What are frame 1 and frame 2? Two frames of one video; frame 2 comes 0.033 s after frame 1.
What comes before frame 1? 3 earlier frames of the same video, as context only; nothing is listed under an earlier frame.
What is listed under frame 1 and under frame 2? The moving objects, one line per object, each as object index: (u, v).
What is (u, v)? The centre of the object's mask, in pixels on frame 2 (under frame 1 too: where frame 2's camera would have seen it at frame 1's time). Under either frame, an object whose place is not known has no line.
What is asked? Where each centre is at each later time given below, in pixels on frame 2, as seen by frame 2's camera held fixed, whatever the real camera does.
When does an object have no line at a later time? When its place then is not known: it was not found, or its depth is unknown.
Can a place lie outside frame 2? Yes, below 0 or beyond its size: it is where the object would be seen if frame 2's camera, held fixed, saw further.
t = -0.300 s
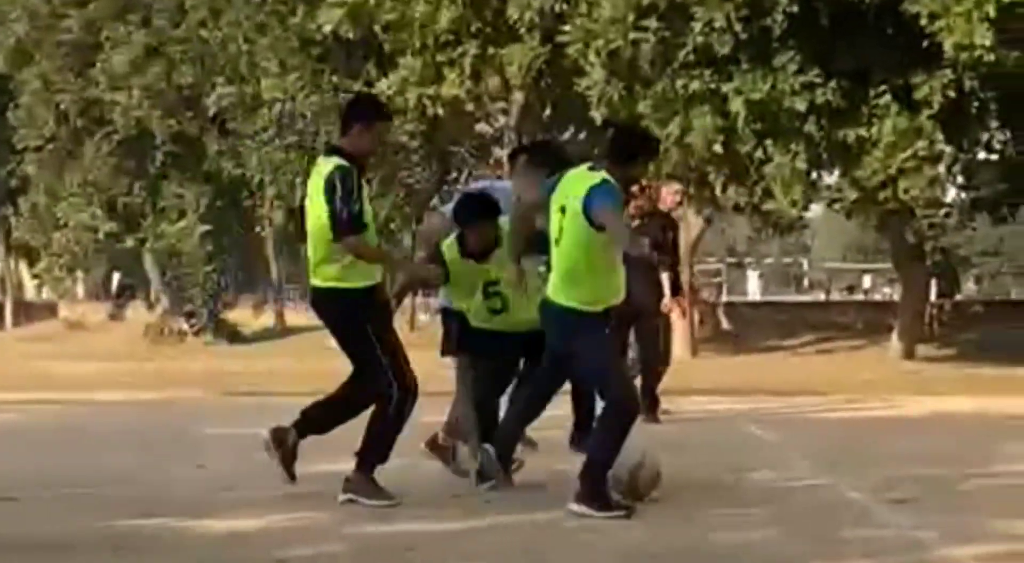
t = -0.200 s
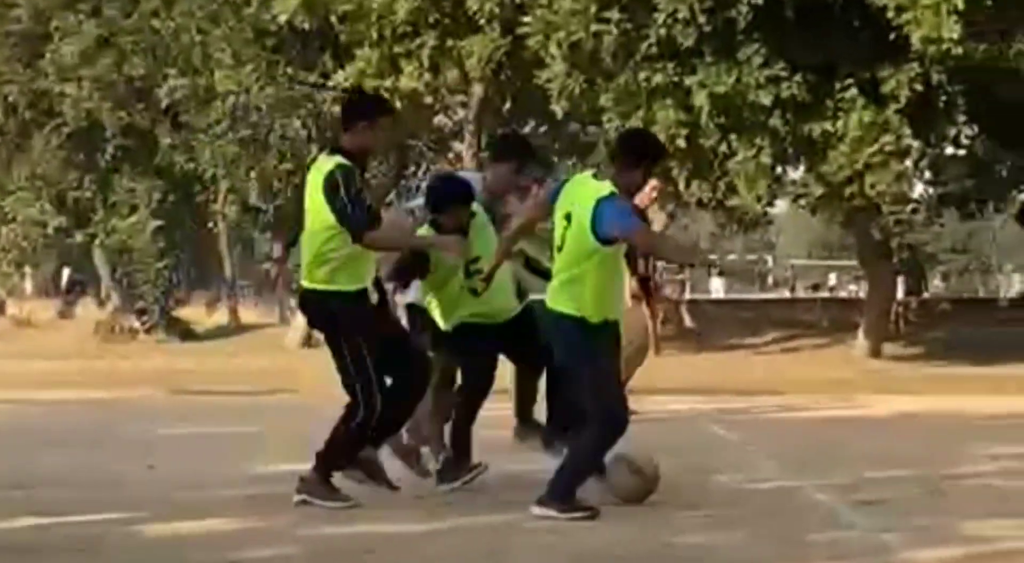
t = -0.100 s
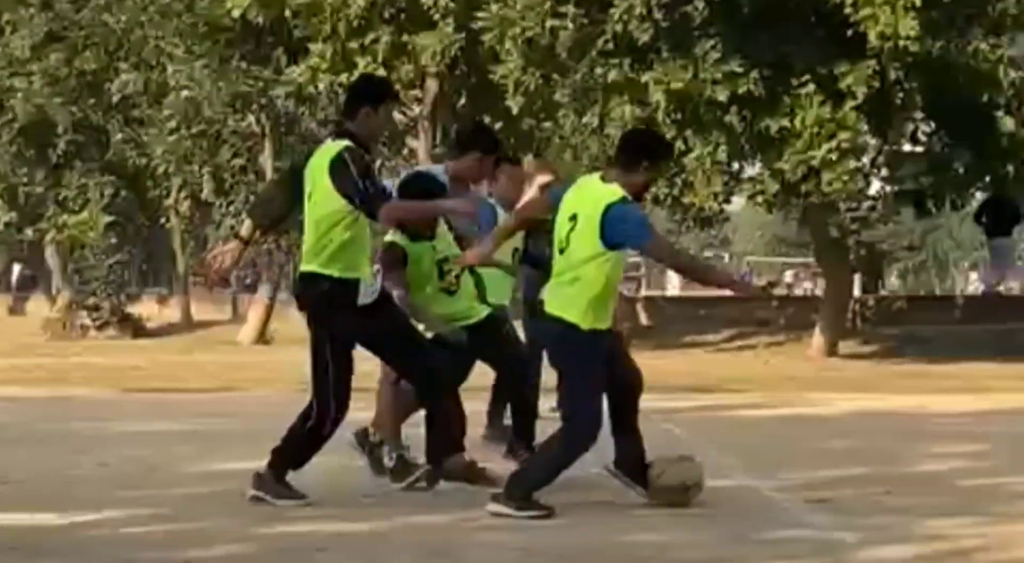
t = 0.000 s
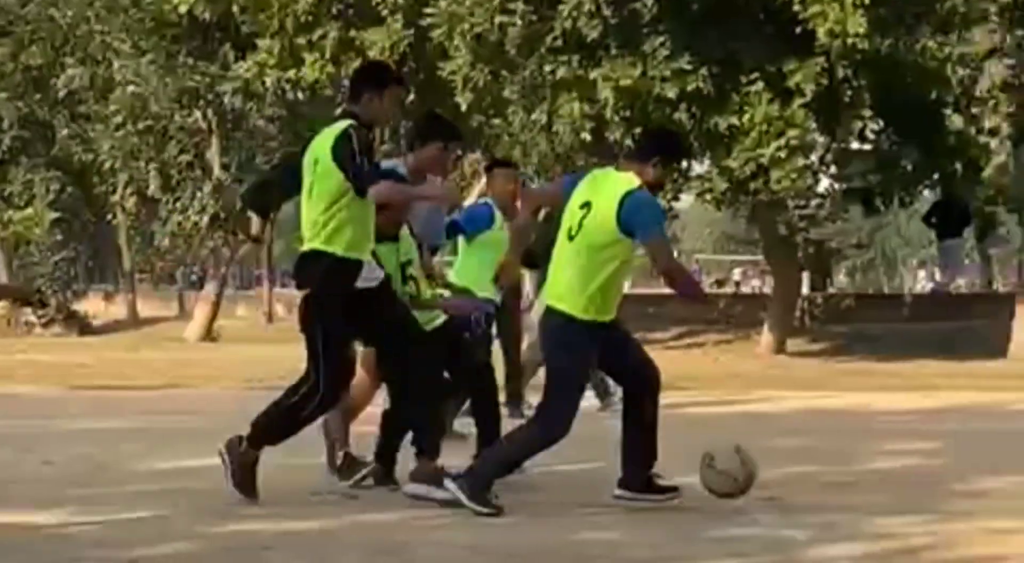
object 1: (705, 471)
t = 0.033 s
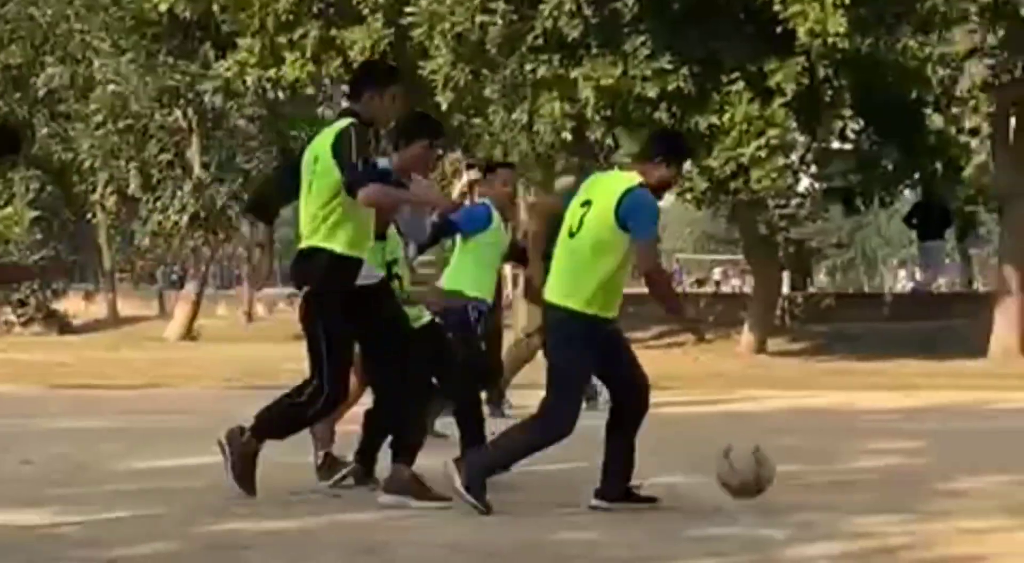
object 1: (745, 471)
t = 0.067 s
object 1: (785, 473)
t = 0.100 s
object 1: (823, 477)
